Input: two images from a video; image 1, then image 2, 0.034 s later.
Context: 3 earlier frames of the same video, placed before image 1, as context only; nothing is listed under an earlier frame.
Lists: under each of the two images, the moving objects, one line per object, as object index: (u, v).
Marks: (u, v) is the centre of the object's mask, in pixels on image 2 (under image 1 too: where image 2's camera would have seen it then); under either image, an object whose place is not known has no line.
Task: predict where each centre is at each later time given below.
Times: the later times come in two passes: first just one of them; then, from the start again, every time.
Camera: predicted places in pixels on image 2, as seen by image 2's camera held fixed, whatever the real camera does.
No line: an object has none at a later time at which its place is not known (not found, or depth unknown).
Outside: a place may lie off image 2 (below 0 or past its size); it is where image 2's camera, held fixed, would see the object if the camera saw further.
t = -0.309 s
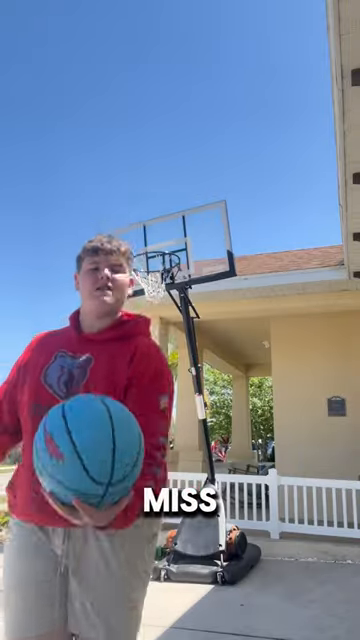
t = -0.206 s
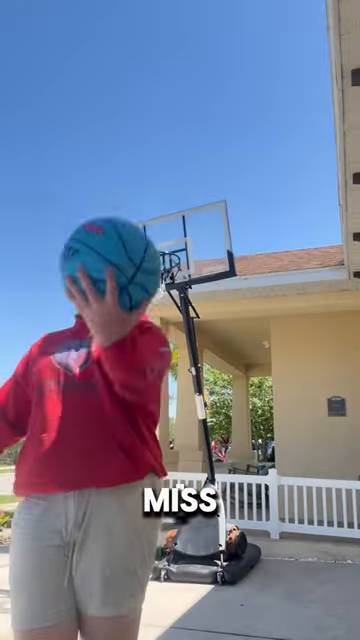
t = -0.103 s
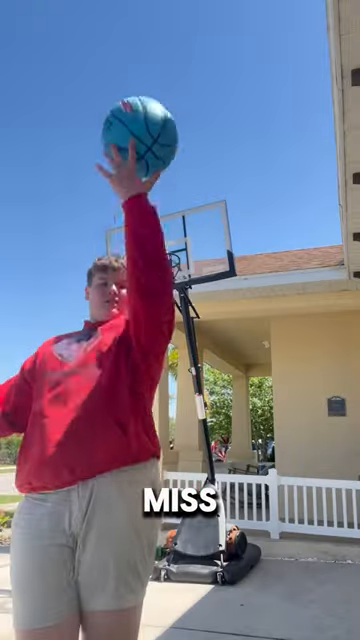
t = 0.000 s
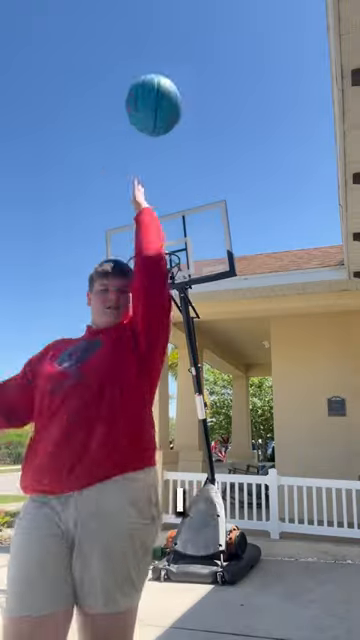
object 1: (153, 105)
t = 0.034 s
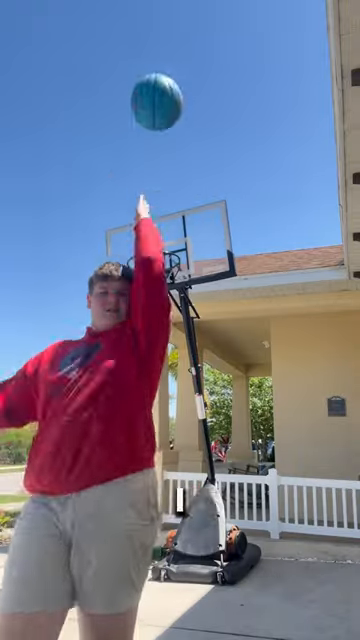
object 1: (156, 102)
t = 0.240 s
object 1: (167, 120)
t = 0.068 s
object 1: (158, 101)
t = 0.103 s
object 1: (161, 102)
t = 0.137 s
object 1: (163, 105)
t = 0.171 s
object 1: (164, 109)
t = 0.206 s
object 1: (166, 114)
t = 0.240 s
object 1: (167, 120)
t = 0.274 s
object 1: (169, 126)
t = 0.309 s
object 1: (169, 134)
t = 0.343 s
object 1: (170, 142)
